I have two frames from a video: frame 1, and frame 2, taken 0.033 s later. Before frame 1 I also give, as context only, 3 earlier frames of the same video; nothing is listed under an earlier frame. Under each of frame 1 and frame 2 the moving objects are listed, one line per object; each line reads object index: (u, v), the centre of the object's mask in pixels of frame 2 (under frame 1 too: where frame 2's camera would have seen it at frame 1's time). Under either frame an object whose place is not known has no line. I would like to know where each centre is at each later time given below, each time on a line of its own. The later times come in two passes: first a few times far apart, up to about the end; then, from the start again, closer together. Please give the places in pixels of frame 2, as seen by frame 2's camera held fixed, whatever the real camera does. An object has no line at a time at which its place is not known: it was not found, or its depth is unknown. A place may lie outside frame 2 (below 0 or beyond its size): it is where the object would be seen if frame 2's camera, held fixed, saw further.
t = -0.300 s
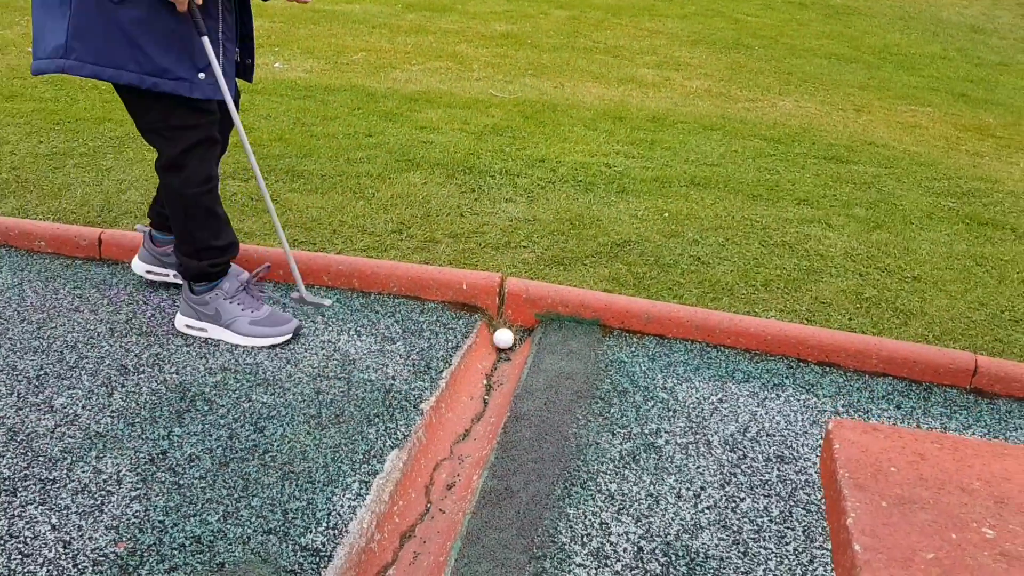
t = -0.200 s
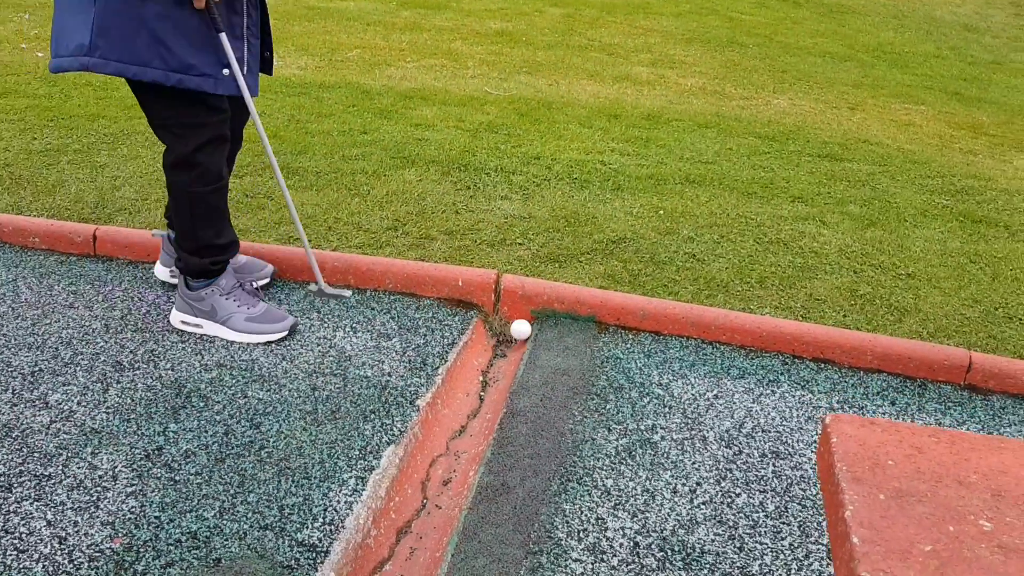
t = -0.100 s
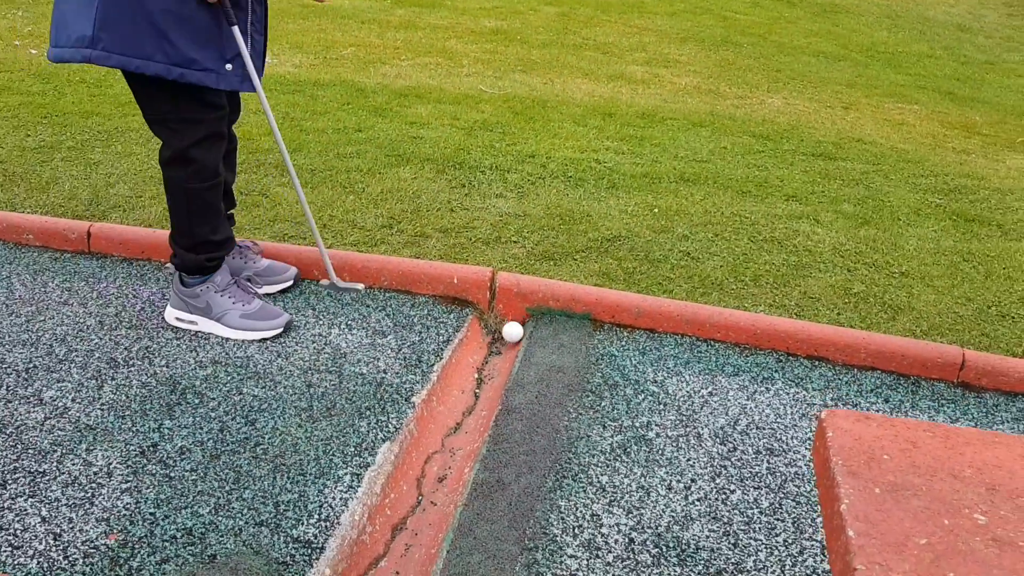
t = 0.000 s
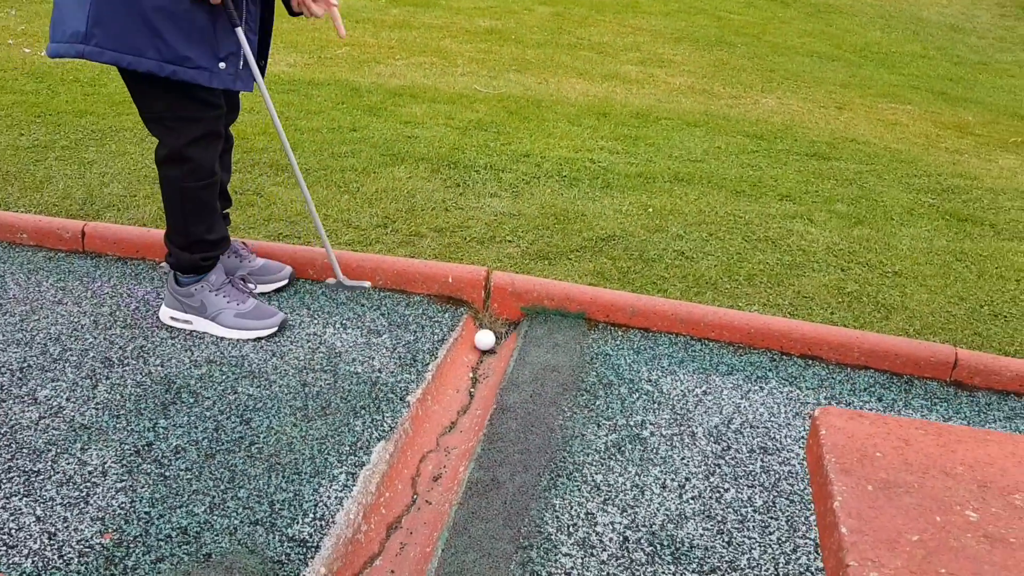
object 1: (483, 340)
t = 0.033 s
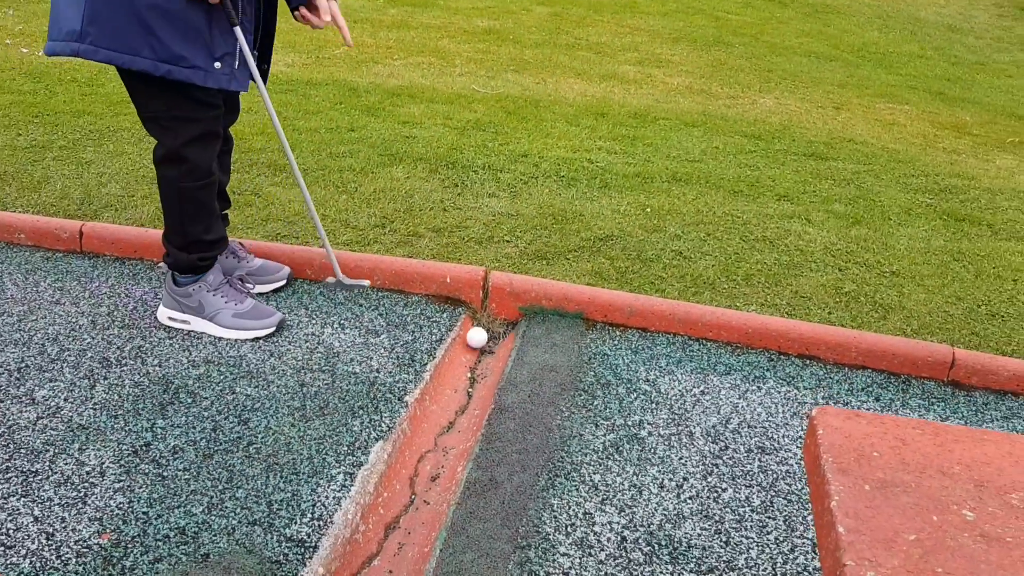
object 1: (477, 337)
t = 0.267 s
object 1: (482, 351)
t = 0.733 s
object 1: (455, 385)
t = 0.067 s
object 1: (472, 337)
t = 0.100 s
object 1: (469, 337)
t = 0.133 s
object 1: (468, 338)
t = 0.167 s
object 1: (469, 342)
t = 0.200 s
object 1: (473, 347)
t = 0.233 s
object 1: (477, 351)
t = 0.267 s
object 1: (482, 351)
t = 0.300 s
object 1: (485, 356)
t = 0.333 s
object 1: (488, 357)
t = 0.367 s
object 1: (490, 358)
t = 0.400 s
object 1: (490, 361)
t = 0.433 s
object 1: (488, 364)
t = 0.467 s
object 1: (484, 368)
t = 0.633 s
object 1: (459, 377)
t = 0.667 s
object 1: (457, 379)
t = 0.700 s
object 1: (455, 381)
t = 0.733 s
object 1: (455, 385)
